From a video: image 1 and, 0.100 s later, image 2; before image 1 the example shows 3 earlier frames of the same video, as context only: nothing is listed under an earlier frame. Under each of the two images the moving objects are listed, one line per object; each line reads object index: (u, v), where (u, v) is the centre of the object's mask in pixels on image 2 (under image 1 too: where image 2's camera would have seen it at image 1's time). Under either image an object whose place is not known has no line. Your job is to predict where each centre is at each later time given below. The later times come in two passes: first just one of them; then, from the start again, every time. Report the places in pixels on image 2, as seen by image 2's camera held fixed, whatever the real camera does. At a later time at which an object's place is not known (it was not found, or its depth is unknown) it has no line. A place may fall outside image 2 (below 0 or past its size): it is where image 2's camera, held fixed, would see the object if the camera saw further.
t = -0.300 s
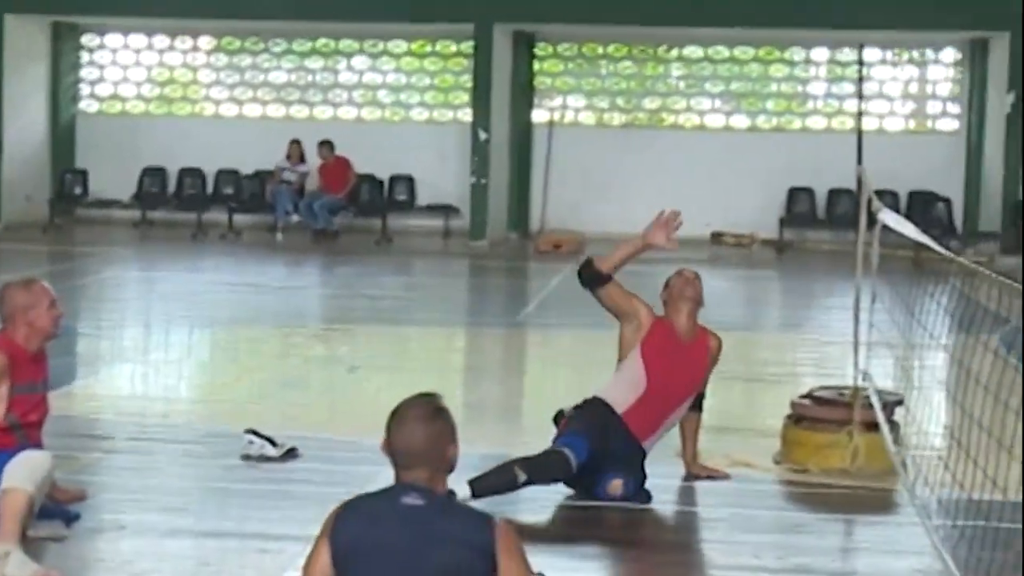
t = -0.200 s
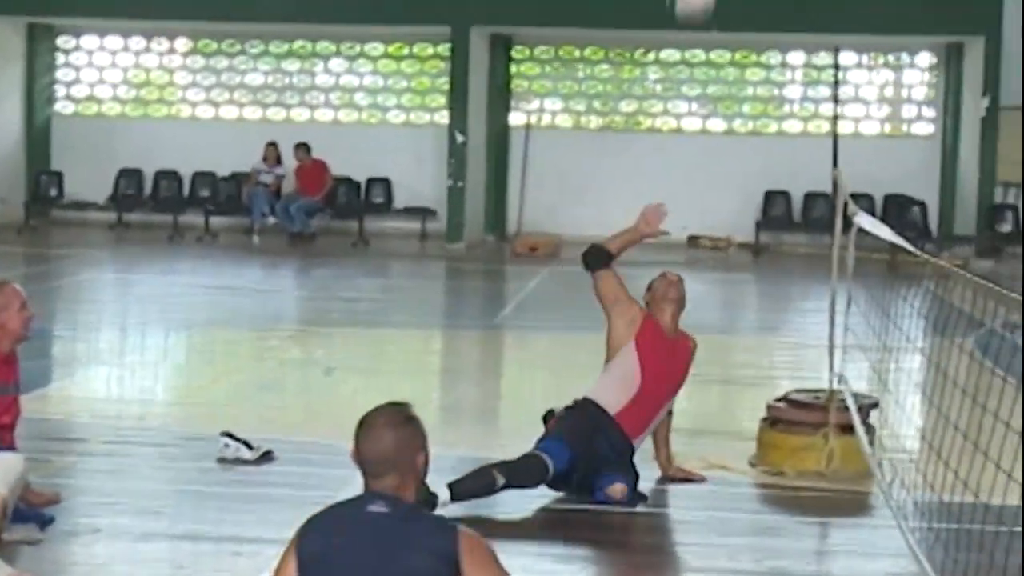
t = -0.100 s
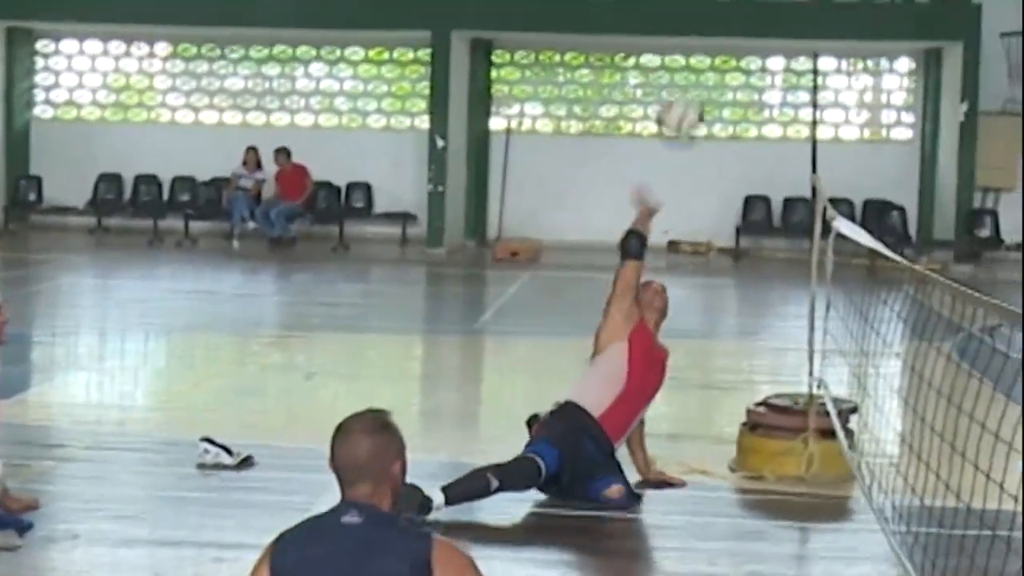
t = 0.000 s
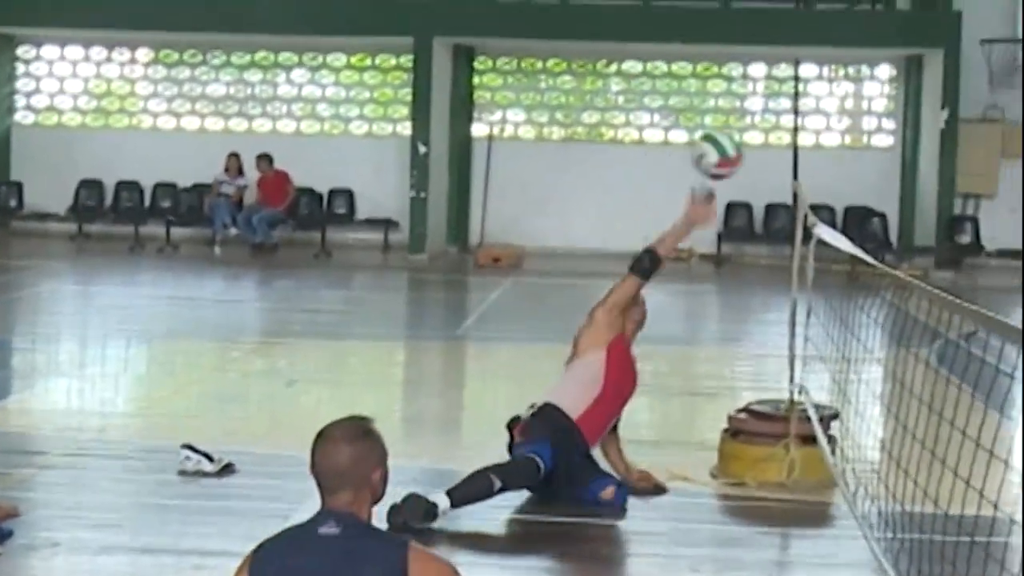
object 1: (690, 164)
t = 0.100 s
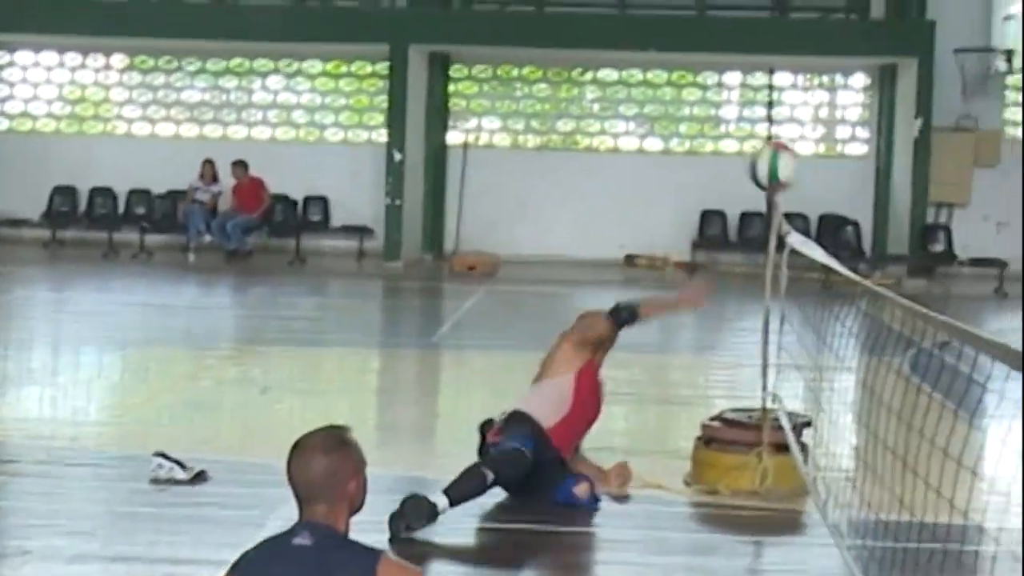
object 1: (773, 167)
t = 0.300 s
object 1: (953, 258)
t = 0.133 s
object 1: (802, 174)
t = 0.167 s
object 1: (833, 183)
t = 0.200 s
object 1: (863, 199)
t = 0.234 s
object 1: (893, 217)
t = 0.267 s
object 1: (923, 236)
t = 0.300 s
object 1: (953, 258)
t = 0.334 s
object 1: (988, 287)
